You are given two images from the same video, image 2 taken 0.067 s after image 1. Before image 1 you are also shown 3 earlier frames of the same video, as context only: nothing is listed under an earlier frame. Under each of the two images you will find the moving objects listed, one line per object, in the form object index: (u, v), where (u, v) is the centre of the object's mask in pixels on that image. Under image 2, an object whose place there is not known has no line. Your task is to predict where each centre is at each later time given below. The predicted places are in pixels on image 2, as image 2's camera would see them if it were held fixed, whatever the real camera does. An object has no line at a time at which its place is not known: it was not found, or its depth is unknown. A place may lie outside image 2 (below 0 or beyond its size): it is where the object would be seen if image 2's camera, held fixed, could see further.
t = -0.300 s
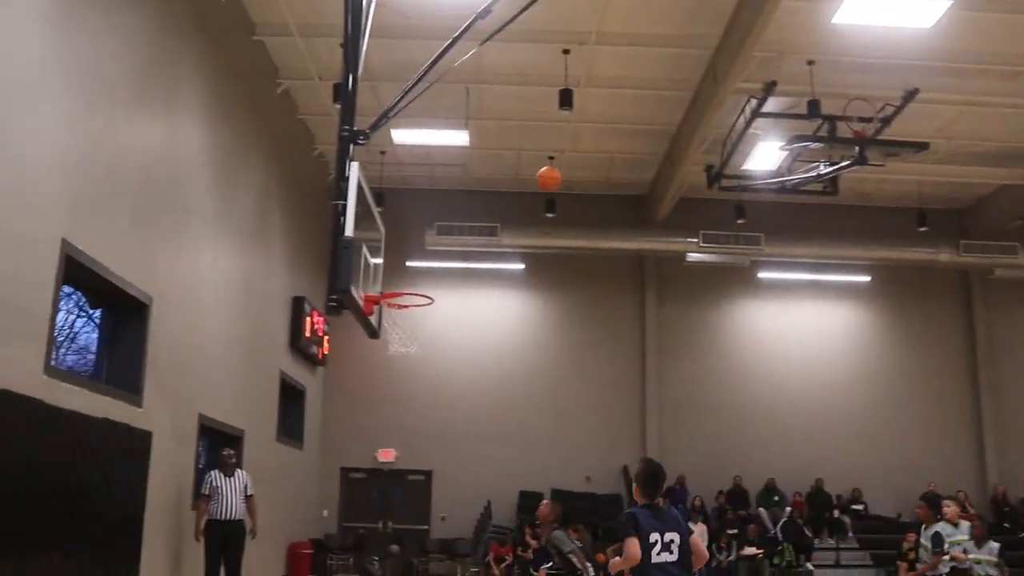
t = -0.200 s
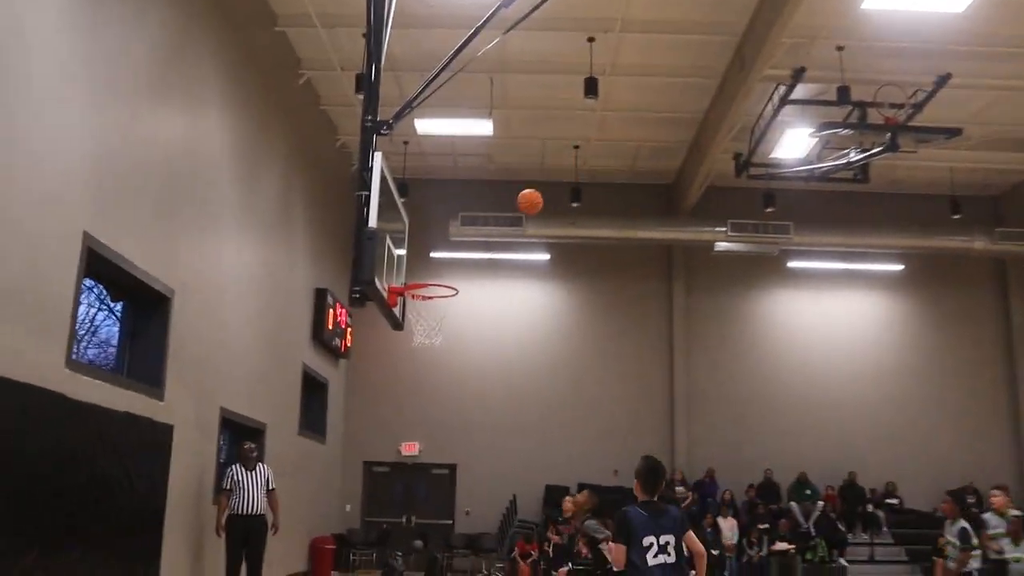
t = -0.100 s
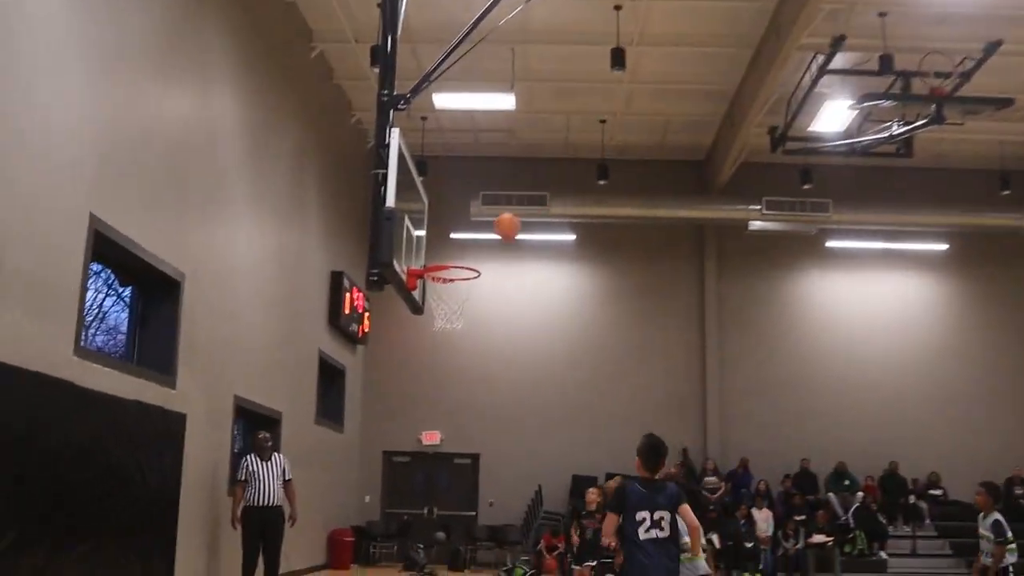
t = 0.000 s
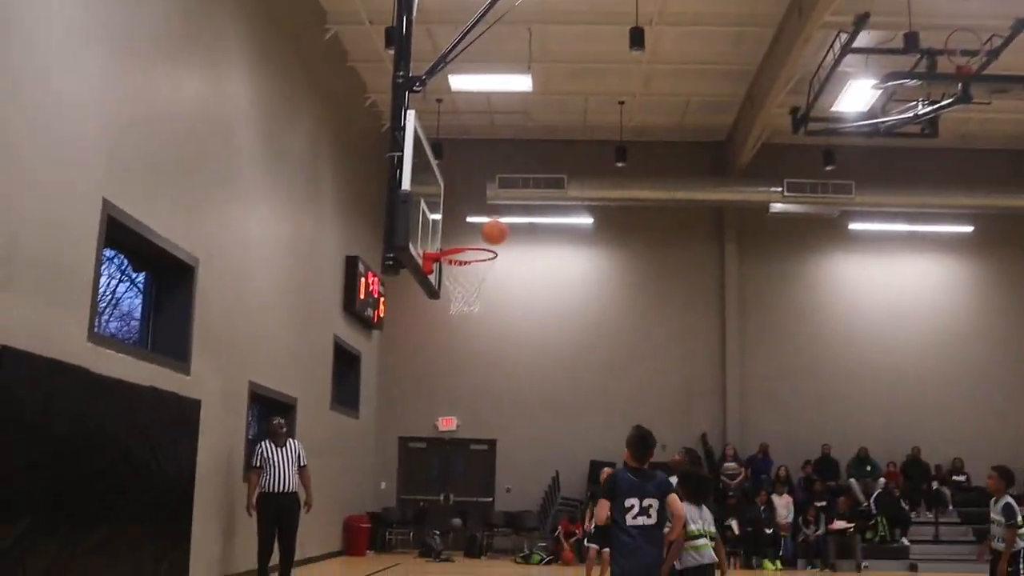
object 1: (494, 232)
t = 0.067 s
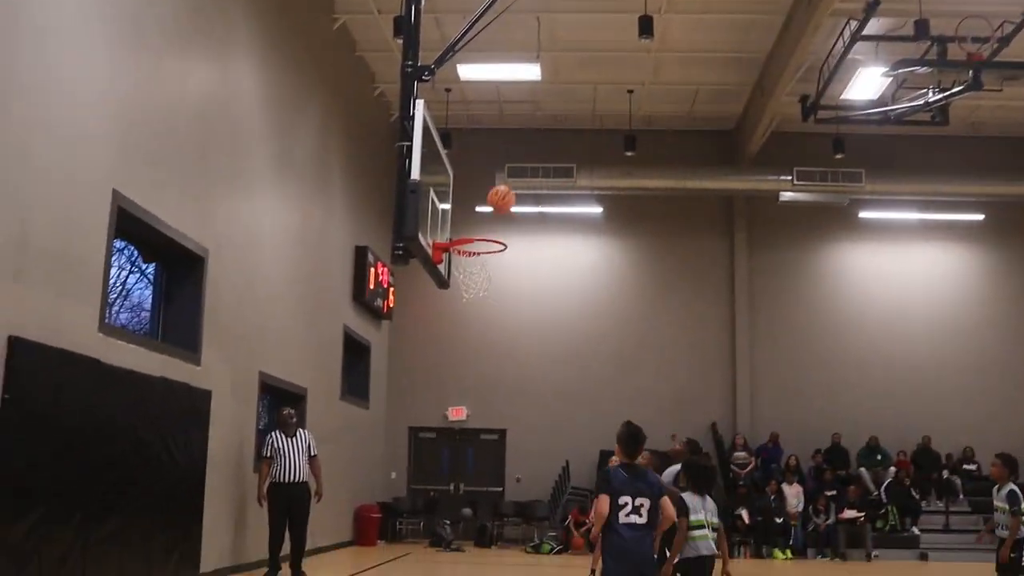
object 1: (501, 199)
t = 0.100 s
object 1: (500, 190)
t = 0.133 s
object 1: (497, 188)
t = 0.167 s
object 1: (494, 181)
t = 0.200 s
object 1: (493, 178)
